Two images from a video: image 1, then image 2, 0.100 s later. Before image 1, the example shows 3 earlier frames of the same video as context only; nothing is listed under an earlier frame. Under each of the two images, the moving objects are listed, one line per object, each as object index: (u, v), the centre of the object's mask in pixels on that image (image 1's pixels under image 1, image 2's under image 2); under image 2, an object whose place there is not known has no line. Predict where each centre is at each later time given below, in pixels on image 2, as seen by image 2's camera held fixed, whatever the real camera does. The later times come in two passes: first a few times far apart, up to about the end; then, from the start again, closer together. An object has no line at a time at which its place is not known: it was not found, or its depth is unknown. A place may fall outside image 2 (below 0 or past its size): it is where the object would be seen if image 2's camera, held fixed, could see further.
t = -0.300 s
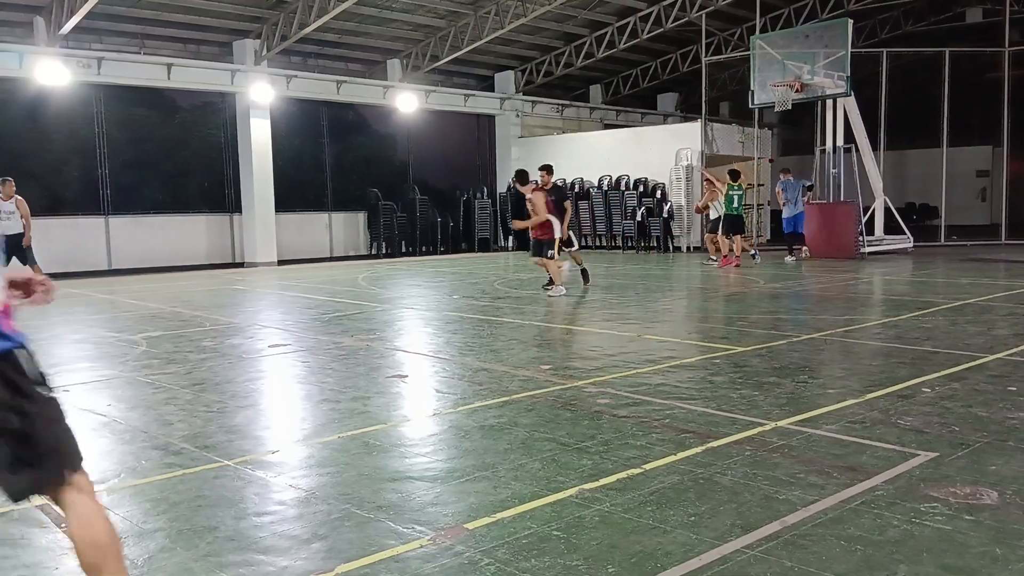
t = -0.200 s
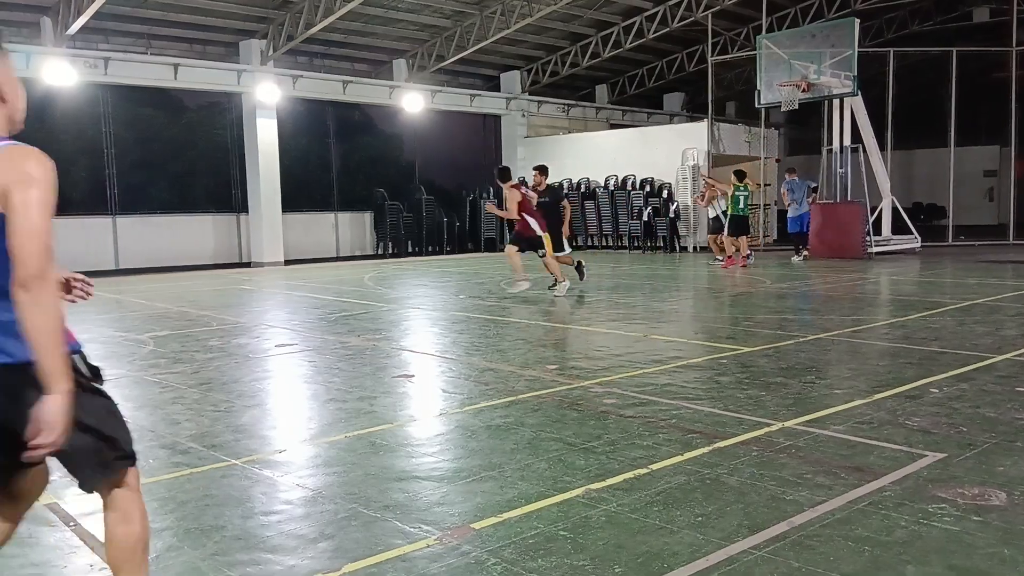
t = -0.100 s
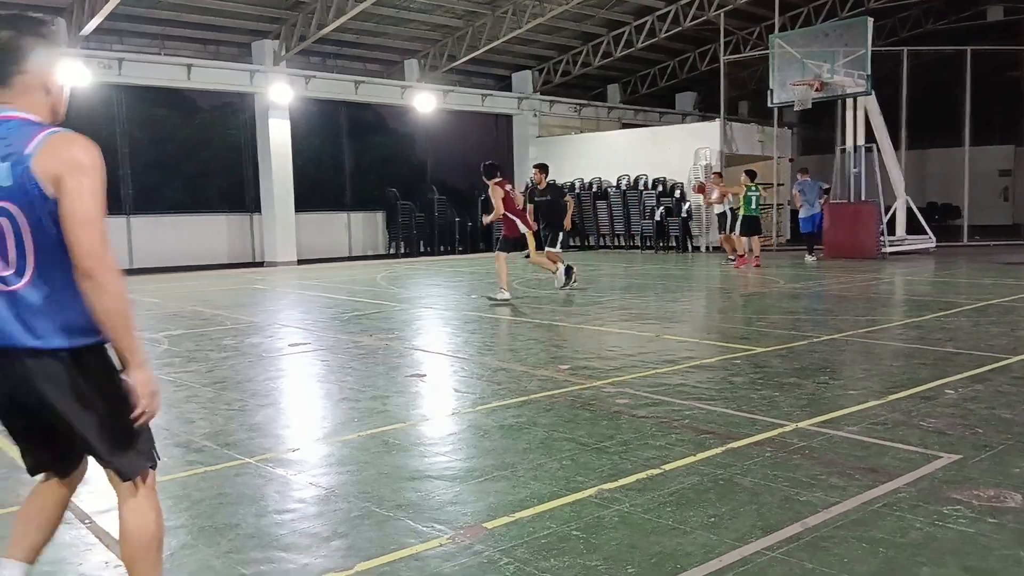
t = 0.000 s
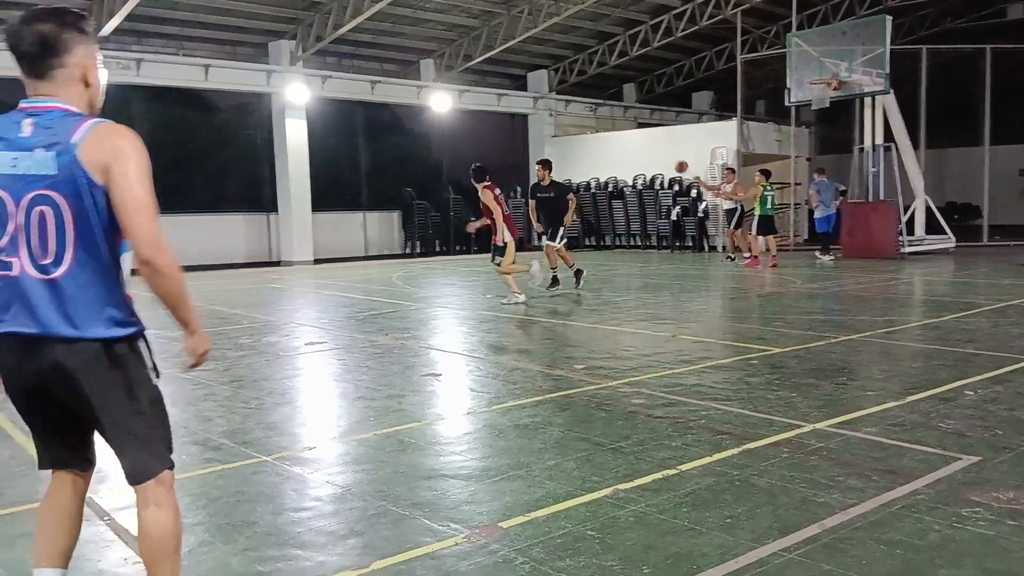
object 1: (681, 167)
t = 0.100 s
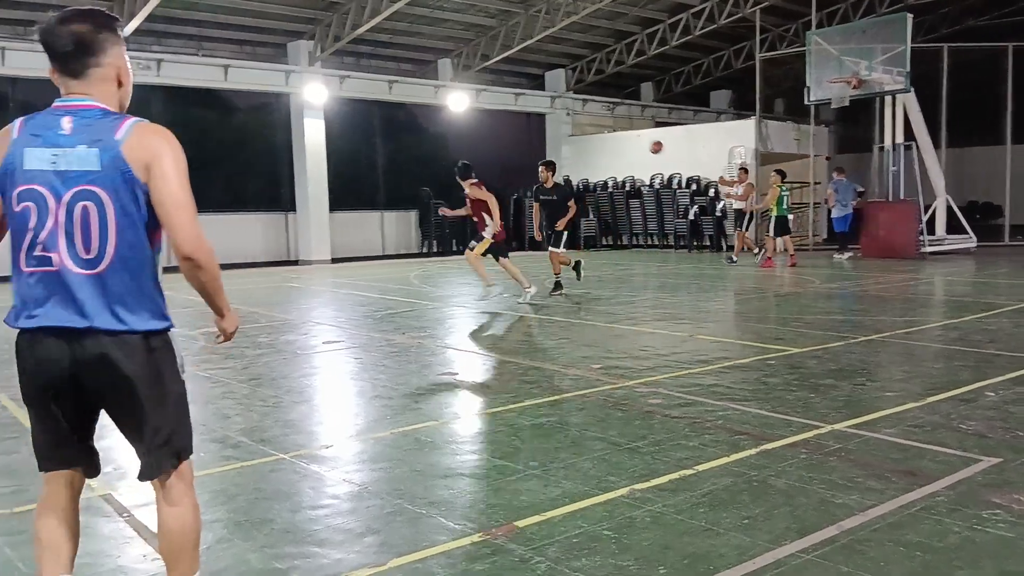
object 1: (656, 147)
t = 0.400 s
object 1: (510, 121)
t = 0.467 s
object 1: (473, 123)
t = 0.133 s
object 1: (641, 142)
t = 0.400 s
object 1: (510, 121)
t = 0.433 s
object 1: (493, 121)
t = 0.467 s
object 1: (473, 123)
